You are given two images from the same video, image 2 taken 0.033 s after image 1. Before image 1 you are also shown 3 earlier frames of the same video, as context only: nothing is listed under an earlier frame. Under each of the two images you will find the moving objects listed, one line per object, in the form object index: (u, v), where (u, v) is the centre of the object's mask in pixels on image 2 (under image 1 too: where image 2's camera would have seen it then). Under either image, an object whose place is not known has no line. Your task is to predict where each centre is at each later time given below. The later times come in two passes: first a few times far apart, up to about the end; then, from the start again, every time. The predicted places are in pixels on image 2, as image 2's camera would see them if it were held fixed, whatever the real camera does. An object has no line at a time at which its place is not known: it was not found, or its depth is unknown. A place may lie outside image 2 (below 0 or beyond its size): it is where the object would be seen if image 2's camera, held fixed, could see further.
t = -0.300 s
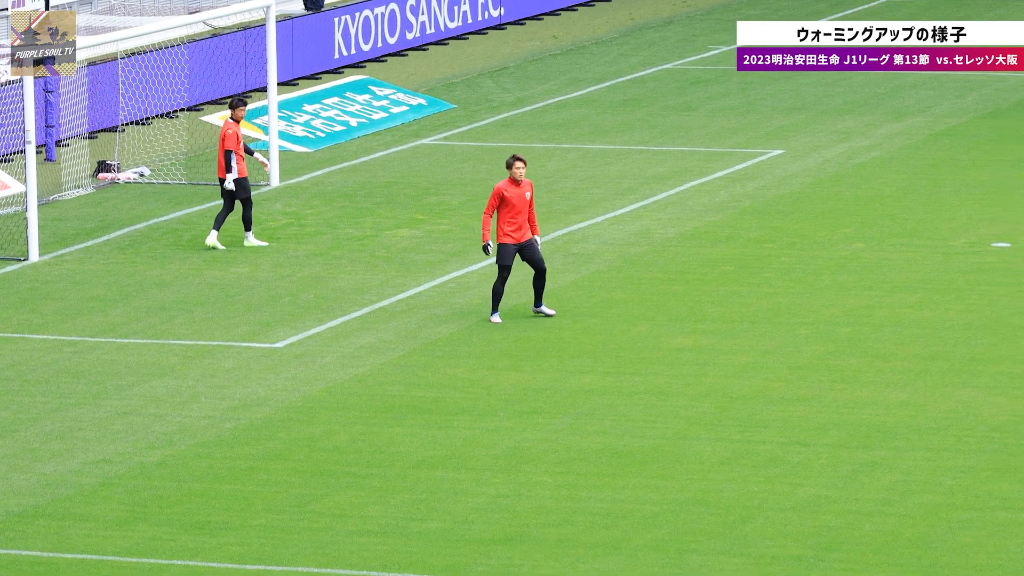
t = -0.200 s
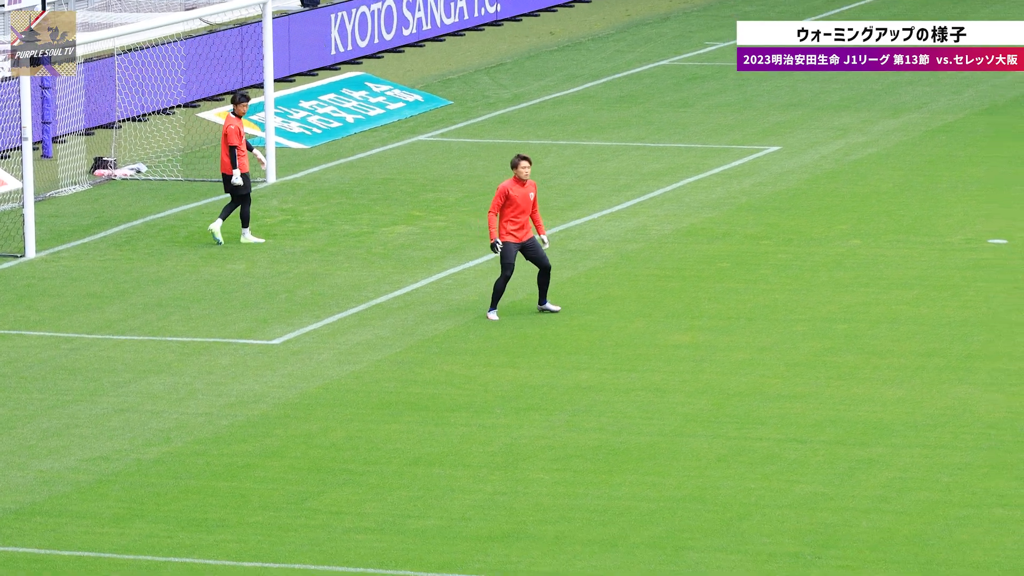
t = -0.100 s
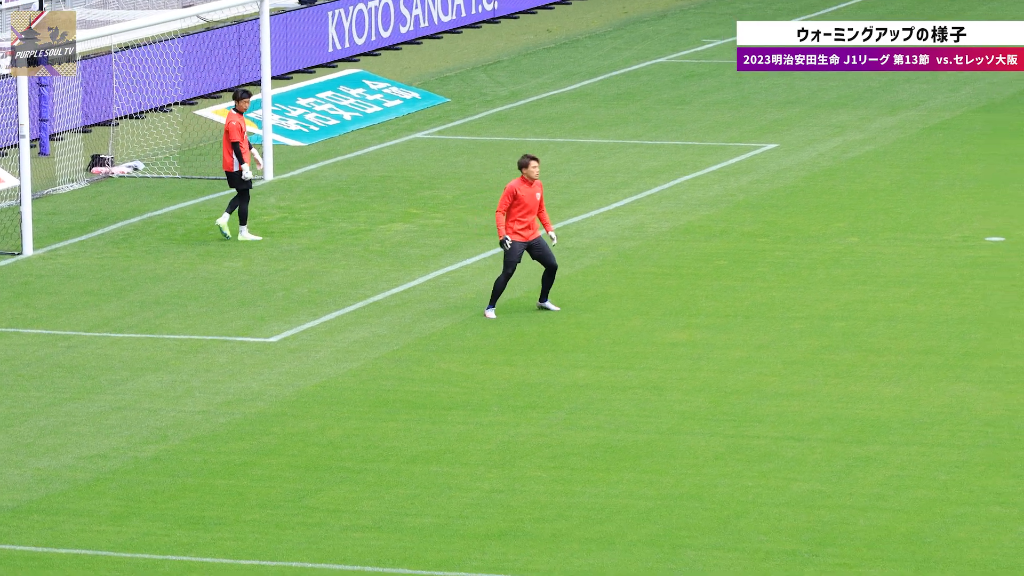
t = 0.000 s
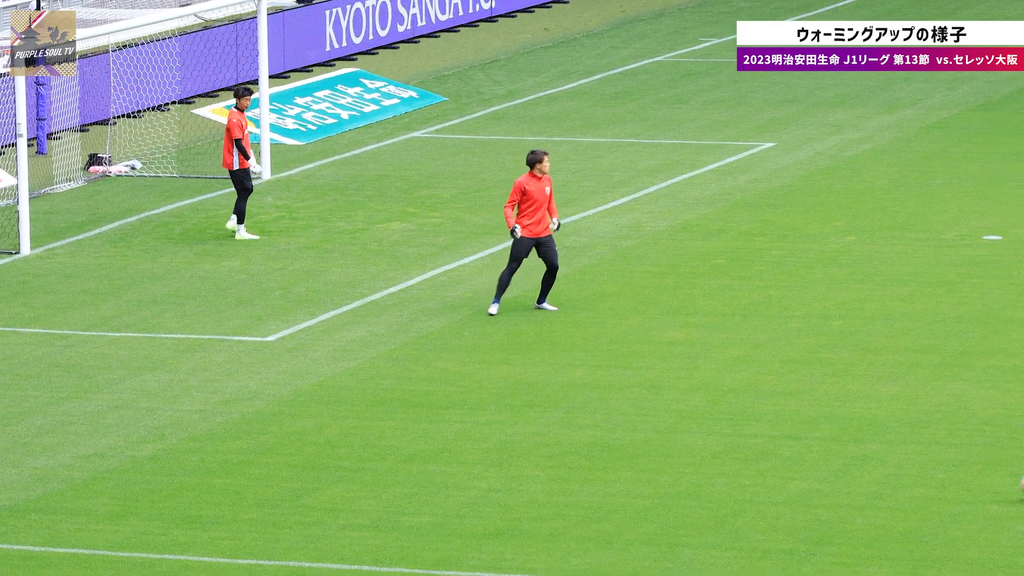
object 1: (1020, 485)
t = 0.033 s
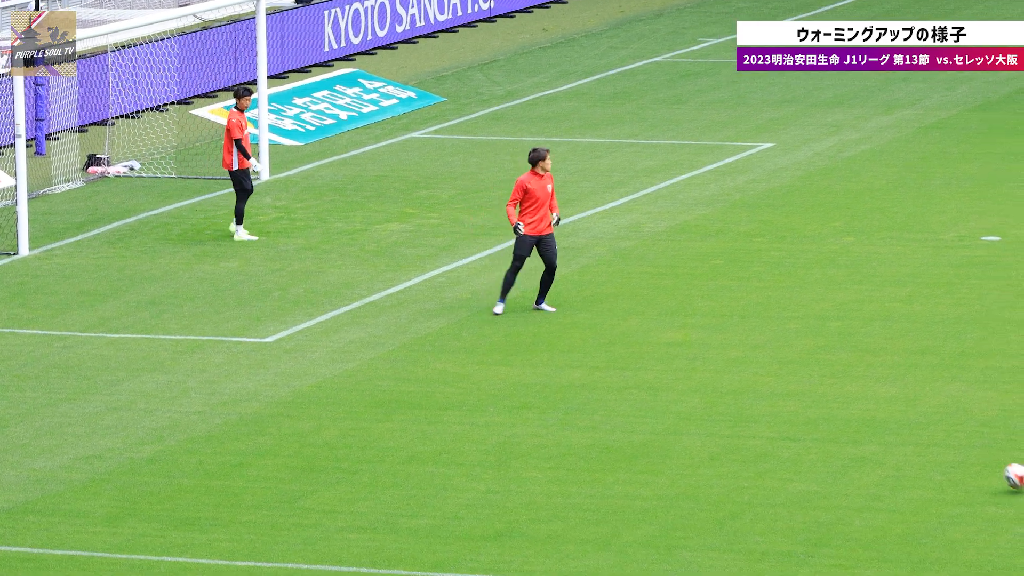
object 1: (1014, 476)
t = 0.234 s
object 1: (930, 417)
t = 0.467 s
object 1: (837, 372)
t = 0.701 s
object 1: (756, 334)
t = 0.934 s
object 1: (684, 306)
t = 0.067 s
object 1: (1002, 466)
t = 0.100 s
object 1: (986, 457)
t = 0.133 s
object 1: (972, 450)
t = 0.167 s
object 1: (957, 440)
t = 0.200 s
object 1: (944, 428)
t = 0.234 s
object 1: (930, 417)
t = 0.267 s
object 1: (916, 408)
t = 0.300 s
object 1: (903, 401)
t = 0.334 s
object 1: (889, 395)
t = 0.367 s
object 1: (876, 390)
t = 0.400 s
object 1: (863, 387)
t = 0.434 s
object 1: (849, 381)
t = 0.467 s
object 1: (837, 372)
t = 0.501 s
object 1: (825, 364)
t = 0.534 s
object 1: (814, 358)
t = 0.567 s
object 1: (802, 352)
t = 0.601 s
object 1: (789, 349)
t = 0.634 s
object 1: (778, 347)
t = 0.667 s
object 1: (766, 342)
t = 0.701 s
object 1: (756, 334)
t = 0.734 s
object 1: (745, 327)
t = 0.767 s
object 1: (735, 322)
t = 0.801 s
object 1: (725, 318)
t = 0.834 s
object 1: (714, 316)
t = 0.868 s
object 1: (704, 314)
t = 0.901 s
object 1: (694, 312)
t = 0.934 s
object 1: (684, 306)
